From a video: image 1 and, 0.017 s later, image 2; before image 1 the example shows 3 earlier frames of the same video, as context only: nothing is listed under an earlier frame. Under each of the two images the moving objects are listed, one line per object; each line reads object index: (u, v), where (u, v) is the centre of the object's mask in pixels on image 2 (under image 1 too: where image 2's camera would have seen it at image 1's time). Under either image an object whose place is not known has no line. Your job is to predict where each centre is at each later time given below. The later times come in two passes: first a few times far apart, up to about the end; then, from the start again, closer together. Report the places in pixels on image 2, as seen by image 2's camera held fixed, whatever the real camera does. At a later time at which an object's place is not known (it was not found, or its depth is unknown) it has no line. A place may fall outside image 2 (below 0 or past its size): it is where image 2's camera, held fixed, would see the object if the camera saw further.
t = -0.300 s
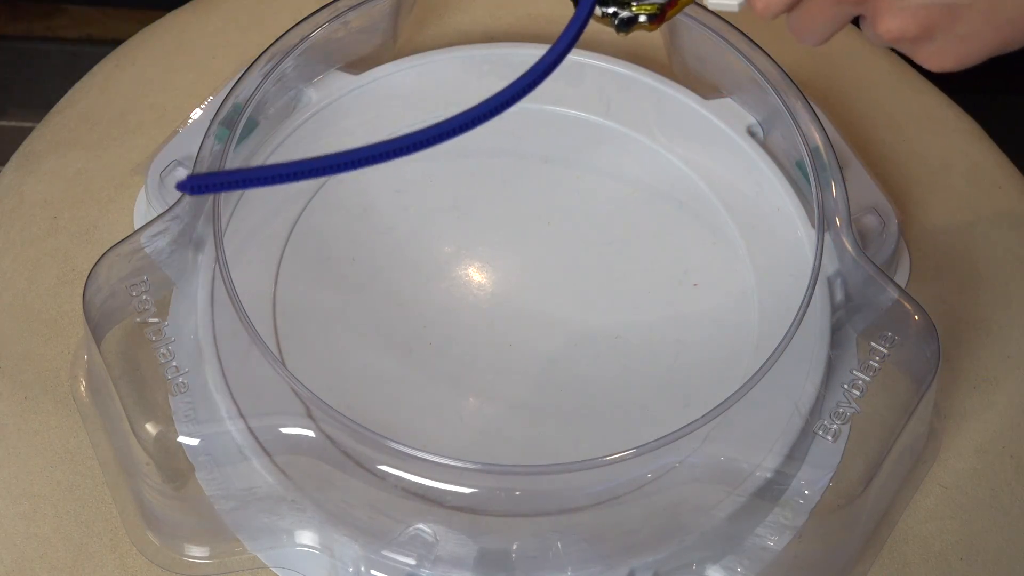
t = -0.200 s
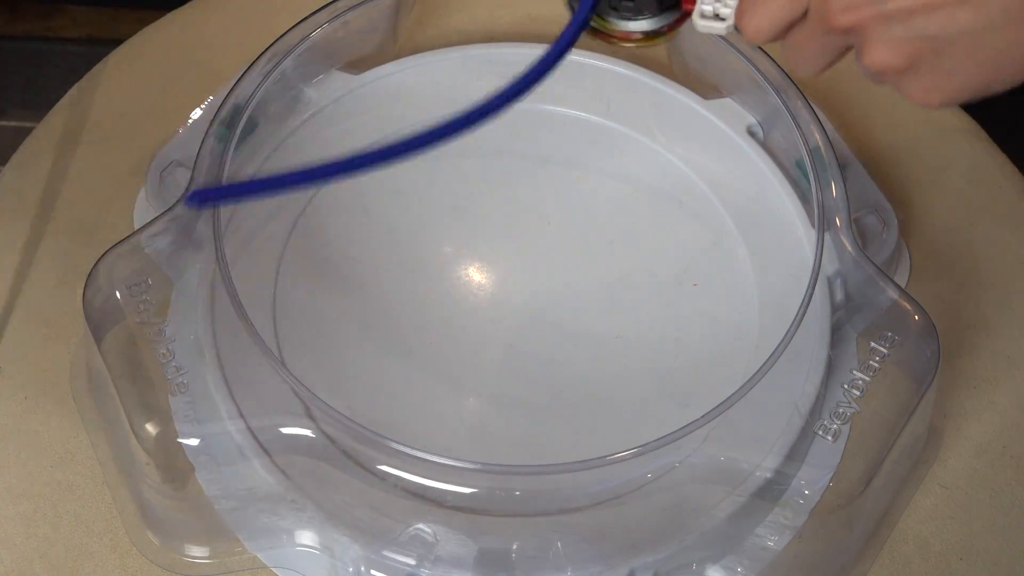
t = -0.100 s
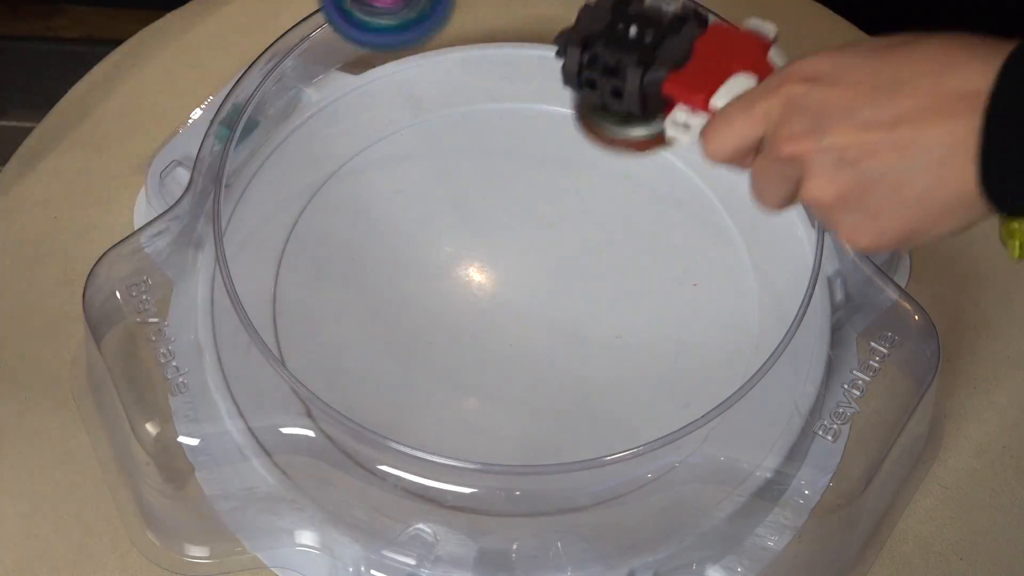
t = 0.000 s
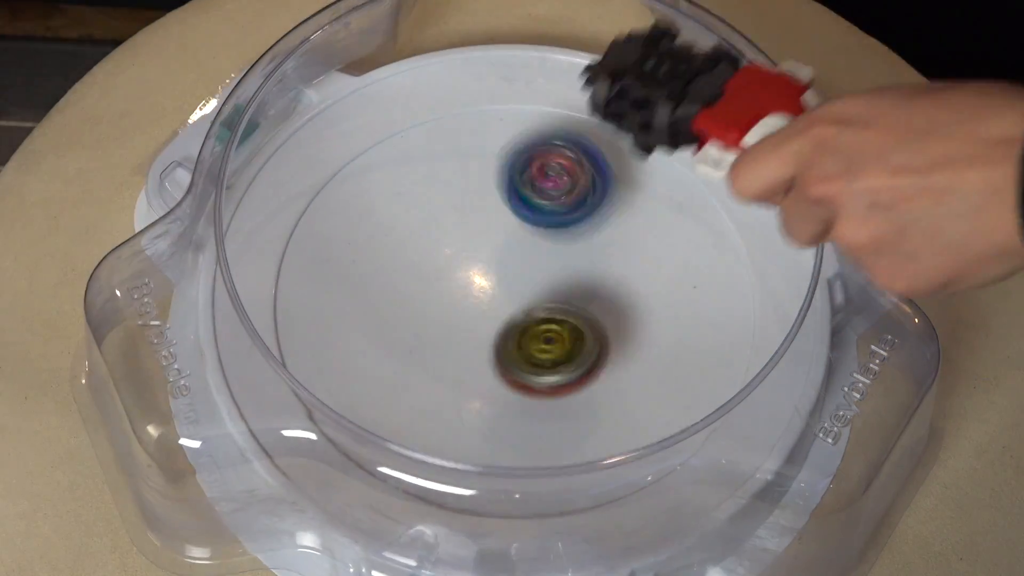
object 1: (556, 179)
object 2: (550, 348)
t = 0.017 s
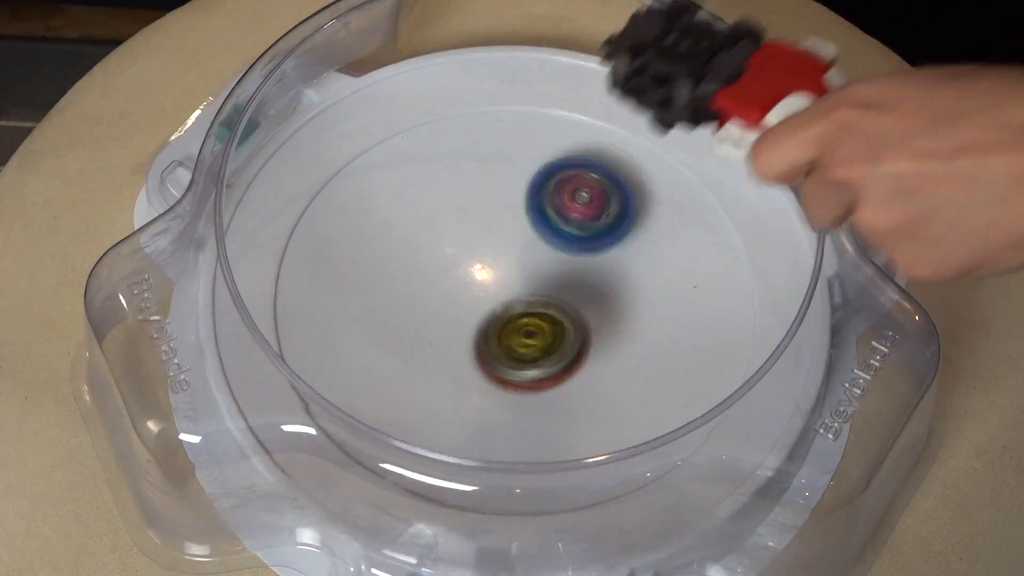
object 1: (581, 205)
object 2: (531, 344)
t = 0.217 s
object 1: (764, 270)
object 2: (327, 383)
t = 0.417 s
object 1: (557, 340)
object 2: (370, 338)
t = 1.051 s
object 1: (500, 340)
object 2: (645, 190)
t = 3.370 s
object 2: (514, 233)
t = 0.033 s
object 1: (607, 199)
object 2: (512, 340)
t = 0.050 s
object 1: (631, 198)
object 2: (492, 340)
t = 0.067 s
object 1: (657, 197)
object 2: (472, 342)
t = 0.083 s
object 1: (681, 202)
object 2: (451, 348)
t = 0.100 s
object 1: (707, 208)
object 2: (430, 356)
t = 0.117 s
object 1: (731, 219)
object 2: (409, 368)
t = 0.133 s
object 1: (756, 231)
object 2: (389, 382)
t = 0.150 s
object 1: (773, 242)
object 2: (375, 387)
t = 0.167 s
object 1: (783, 243)
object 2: (363, 383)
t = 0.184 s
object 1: (778, 250)
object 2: (345, 387)
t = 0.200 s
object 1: (774, 258)
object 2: (337, 384)
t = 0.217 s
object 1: (764, 270)
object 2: (327, 383)
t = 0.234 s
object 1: (758, 280)
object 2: (318, 384)
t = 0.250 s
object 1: (748, 287)
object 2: (316, 379)
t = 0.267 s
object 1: (736, 295)
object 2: (314, 376)
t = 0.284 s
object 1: (721, 308)
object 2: (314, 373)
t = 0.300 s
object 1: (706, 318)
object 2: (316, 369)
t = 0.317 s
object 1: (685, 321)
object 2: (319, 364)
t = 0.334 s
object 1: (666, 326)
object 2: (326, 359)
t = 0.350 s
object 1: (646, 336)
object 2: (334, 355)
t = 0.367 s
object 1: (623, 337)
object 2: (341, 352)
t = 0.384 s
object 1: (602, 341)
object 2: (349, 348)
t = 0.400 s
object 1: (577, 344)
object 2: (358, 343)
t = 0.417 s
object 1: (557, 340)
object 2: (370, 338)
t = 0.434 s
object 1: (531, 339)
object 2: (382, 334)
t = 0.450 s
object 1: (513, 340)
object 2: (390, 325)
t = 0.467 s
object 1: (526, 358)
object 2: (361, 298)
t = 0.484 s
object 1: (541, 361)
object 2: (334, 273)
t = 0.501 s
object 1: (557, 367)
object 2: (306, 247)
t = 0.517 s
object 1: (572, 377)
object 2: (284, 222)
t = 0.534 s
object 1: (586, 387)
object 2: (268, 195)
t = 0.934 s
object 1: (618, 322)
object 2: (746, 163)
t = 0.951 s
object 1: (601, 327)
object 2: (735, 163)
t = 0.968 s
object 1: (582, 331)
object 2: (722, 167)
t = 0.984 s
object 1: (565, 333)
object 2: (711, 173)
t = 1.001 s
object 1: (550, 336)
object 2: (697, 180)
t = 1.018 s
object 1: (533, 339)
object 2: (679, 182)
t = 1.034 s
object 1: (515, 340)
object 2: (661, 186)
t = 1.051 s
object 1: (500, 340)
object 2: (645, 190)
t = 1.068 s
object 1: (486, 341)
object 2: (624, 199)
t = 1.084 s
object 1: (471, 343)
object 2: (603, 202)
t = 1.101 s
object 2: (580, 207)
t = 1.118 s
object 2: (560, 213)
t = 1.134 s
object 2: (536, 218)
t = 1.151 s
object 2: (516, 220)
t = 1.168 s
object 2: (491, 225)
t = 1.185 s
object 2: (469, 229)
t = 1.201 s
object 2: (446, 232)
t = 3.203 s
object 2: (689, 104)
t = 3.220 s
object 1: (490, 292)
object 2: (686, 91)
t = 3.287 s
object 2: (611, 137)
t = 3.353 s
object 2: (533, 216)
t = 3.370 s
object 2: (514, 233)
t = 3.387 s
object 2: (496, 248)
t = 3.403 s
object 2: (479, 263)
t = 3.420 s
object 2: (463, 278)
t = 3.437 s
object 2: (447, 293)
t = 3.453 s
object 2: (432, 308)
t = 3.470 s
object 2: (420, 320)
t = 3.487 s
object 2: (407, 335)
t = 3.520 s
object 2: (386, 362)
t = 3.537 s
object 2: (380, 372)
